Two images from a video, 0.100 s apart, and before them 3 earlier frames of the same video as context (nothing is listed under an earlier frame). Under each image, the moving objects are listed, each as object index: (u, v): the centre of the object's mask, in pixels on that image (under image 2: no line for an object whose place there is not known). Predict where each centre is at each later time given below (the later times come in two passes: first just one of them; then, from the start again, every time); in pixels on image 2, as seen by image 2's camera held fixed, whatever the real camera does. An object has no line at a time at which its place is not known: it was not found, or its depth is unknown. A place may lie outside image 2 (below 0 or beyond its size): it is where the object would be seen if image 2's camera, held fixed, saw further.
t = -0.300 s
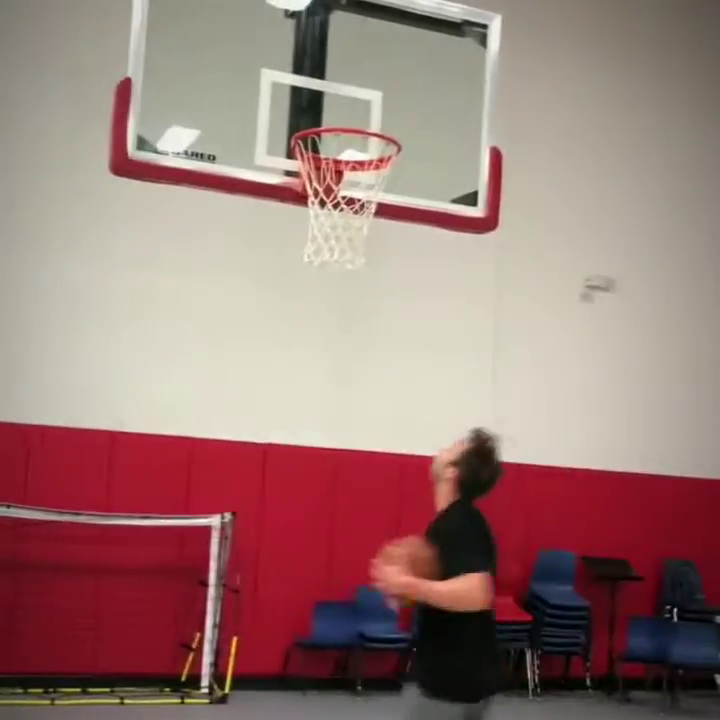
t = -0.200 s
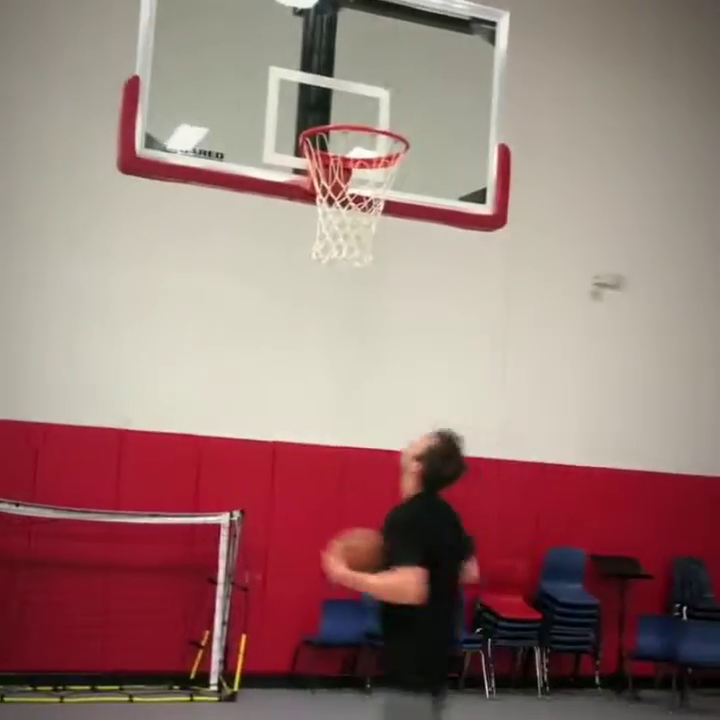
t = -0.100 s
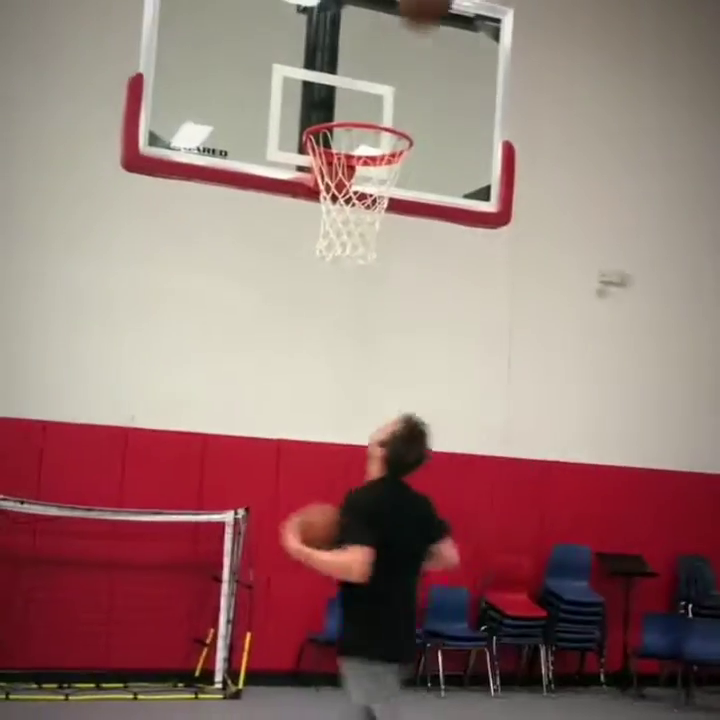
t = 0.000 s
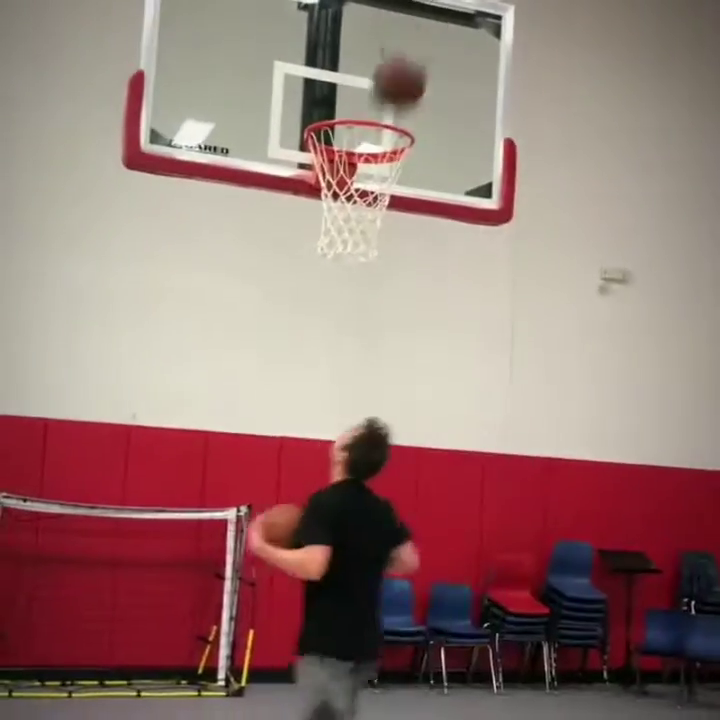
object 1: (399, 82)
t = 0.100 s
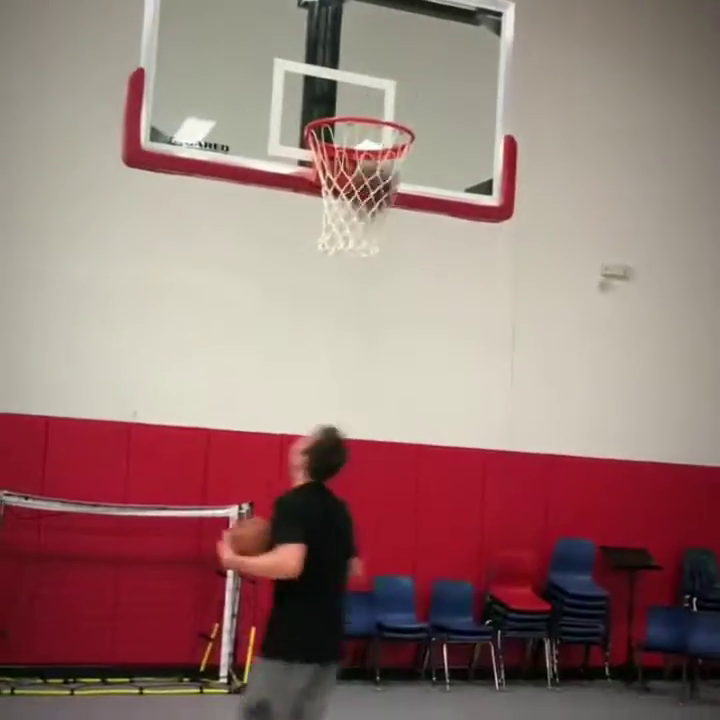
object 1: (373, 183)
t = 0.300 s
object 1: (314, 391)
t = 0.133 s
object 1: (363, 215)
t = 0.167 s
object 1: (352, 253)
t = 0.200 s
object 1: (342, 281)
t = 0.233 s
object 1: (333, 315)
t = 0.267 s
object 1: (323, 352)
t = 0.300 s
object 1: (314, 391)
